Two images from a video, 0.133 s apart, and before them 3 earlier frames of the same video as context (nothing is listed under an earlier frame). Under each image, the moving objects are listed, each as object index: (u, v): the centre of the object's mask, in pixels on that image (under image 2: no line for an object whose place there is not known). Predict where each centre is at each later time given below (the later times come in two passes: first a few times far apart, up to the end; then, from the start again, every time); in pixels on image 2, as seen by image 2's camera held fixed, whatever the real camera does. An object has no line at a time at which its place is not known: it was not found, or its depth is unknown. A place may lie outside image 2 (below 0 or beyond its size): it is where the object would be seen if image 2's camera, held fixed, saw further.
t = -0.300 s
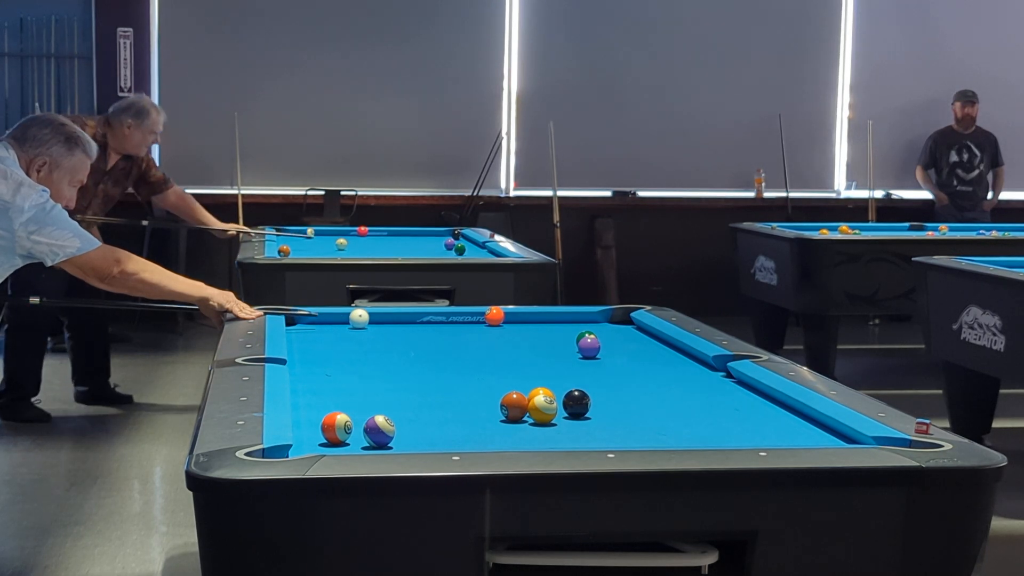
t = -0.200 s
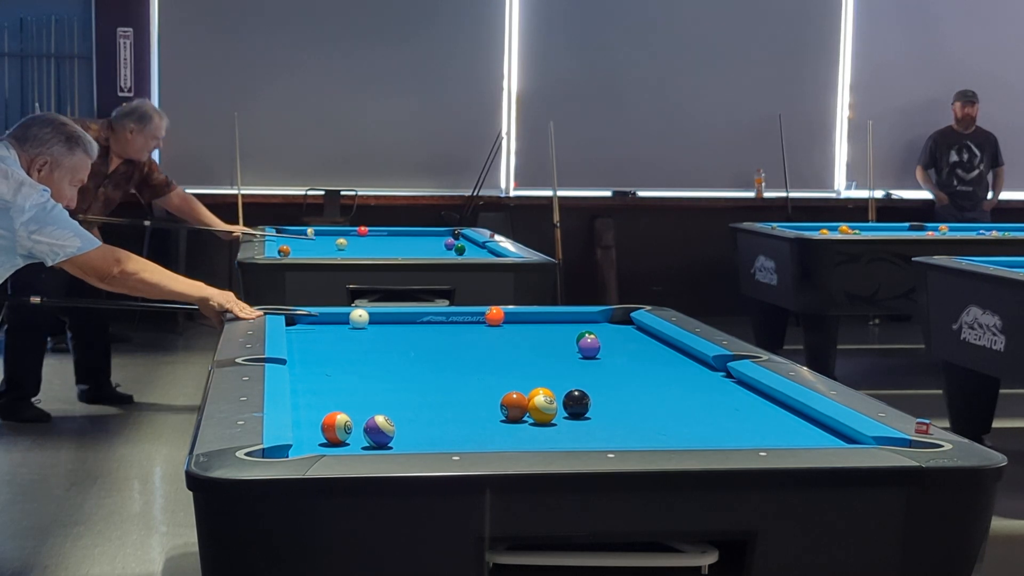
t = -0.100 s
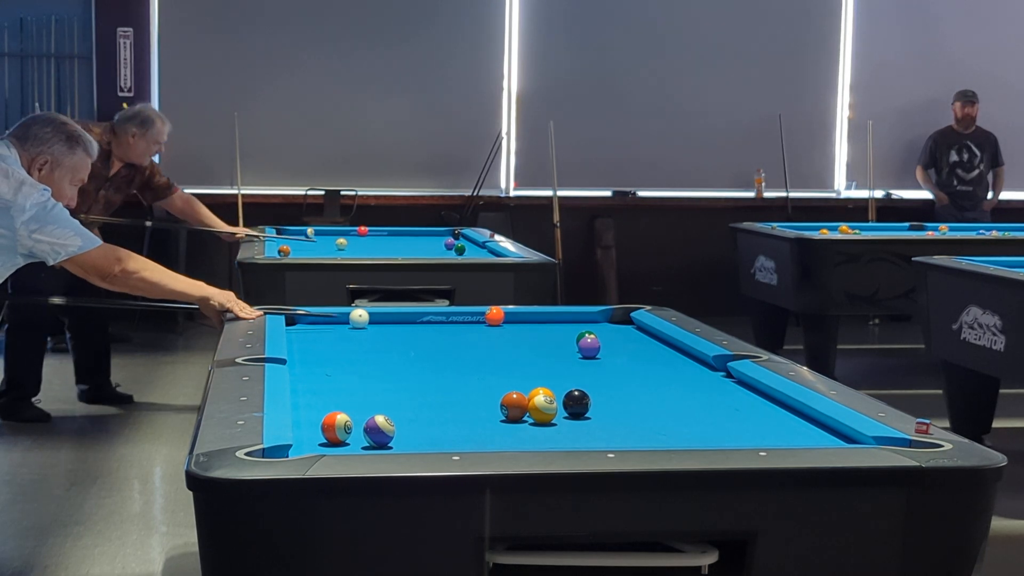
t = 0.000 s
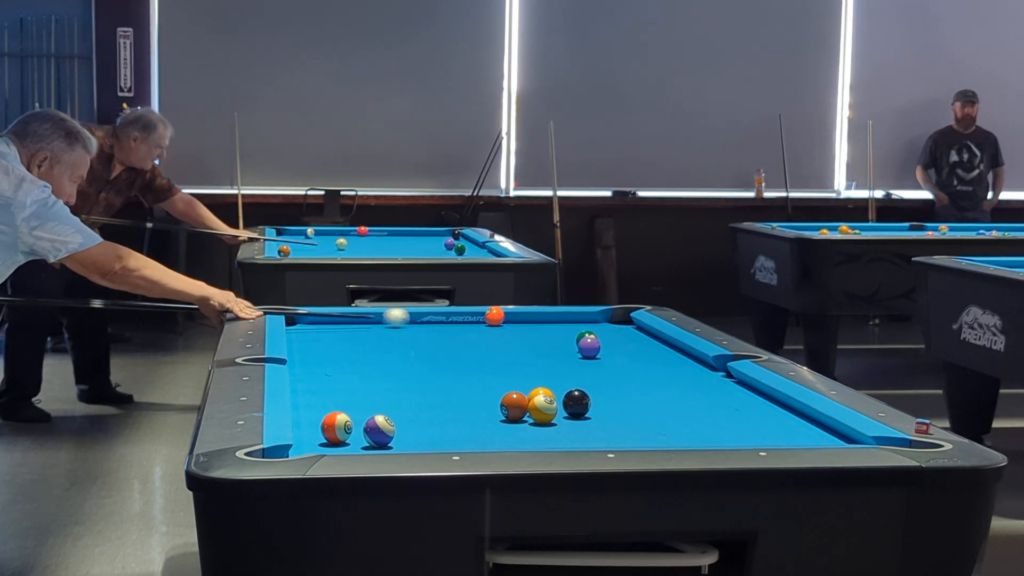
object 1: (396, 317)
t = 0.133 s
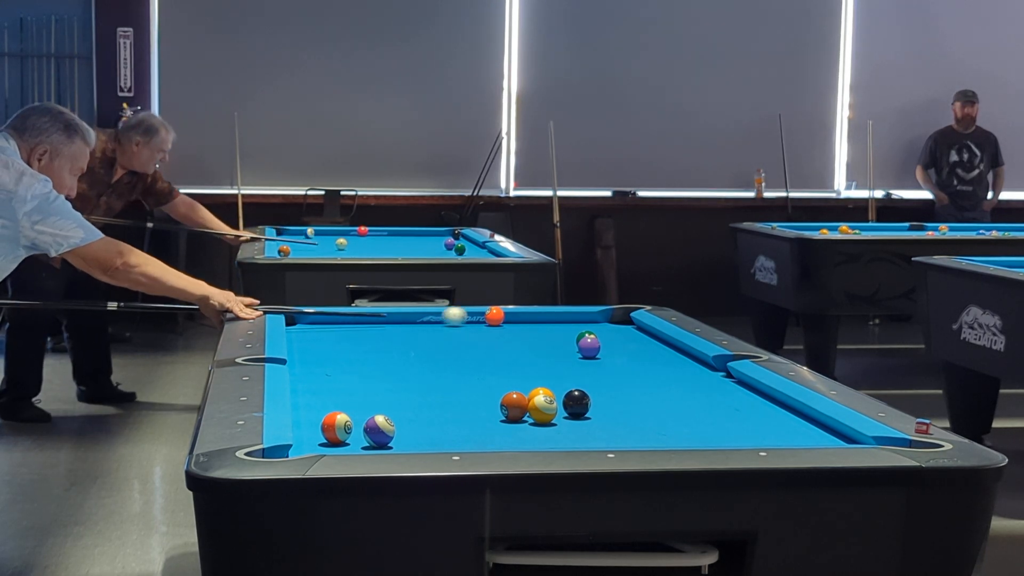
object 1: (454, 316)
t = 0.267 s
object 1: (477, 316)
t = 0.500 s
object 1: (493, 316)
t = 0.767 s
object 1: (510, 317)
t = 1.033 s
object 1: (524, 317)
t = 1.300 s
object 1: (536, 318)
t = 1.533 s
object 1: (544, 318)
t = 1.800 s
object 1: (552, 319)
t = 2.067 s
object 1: (558, 319)
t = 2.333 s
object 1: (561, 319)
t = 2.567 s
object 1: (562, 319)
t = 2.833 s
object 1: (562, 319)
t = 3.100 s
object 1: (562, 319)
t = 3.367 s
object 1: (562, 319)
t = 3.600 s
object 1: (562, 319)
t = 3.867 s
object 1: (562, 319)
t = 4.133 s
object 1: (562, 319)
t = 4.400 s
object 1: (562, 319)
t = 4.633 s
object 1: (562, 319)
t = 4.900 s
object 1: (562, 319)
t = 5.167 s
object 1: (562, 319)
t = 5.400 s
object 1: (562, 319)
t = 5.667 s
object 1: (562, 319)
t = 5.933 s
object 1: (562, 319)
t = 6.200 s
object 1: (562, 319)
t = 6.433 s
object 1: (562, 319)
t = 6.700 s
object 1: (562, 319)
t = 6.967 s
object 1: (562, 319)
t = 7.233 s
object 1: (562, 319)
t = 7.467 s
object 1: (562, 319)
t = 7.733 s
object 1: (562, 319)
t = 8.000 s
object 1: (562, 319)
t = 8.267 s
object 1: (562, 319)
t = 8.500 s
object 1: (562, 319)
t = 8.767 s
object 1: (562, 319)
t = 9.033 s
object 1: (562, 319)
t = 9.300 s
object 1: (562, 319)
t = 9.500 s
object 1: (562, 319)
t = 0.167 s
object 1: (468, 316)
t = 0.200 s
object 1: (475, 316)
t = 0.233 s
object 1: (476, 316)
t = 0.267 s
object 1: (477, 316)
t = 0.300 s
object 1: (480, 316)
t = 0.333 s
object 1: (482, 316)
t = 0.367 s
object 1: (484, 316)
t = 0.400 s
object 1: (487, 316)
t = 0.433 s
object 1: (489, 316)
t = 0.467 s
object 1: (491, 316)
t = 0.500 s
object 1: (493, 316)
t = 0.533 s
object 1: (496, 316)
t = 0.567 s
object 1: (498, 316)
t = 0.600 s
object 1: (500, 316)
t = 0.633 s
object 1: (502, 317)
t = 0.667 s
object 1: (504, 317)
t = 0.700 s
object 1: (506, 317)
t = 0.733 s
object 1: (508, 317)
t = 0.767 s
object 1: (510, 317)
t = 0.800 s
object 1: (512, 317)
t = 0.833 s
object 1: (513, 317)
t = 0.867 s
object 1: (515, 317)
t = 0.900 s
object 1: (517, 317)
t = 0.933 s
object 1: (519, 317)
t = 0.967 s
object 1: (520, 317)
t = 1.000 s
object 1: (522, 318)
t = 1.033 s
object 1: (524, 317)
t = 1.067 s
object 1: (525, 318)
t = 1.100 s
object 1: (527, 318)
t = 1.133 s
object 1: (529, 318)
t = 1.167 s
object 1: (530, 318)
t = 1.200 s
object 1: (532, 318)
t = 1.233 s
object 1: (533, 318)
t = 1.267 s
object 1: (534, 318)
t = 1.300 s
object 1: (536, 318)
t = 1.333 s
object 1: (537, 318)
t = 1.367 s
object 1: (538, 318)
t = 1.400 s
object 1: (540, 318)
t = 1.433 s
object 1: (541, 318)
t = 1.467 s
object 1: (542, 318)
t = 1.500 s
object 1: (543, 318)
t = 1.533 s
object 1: (544, 318)
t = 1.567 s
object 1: (545, 318)
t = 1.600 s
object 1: (547, 318)
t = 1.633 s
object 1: (548, 319)
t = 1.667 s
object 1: (549, 319)
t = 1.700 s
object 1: (550, 319)
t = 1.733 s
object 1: (551, 319)
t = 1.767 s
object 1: (551, 319)
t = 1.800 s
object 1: (552, 319)
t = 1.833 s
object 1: (553, 319)
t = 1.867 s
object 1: (554, 319)
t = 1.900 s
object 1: (555, 319)
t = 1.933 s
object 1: (555, 319)
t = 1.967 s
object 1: (556, 319)
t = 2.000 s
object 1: (557, 319)
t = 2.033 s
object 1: (557, 319)
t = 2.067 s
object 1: (558, 319)
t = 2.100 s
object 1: (558, 319)
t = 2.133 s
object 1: (559, 319)
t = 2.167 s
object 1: (559, 319)
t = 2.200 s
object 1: (560, 319)
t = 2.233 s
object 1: (560, 319)
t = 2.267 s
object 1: (560, 319)
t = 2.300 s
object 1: (561, 319)
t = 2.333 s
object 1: (561, 319)
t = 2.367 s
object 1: (561, 319)
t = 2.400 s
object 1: (561, 319)
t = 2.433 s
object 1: (562, 319)
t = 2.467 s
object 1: (562, 319)
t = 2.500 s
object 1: (562, 319)
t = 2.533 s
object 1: (562, 319)
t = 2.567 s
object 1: (562, 319)
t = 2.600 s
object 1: (562, 319)
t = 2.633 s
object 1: (562, 319)
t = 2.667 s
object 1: (562, 319)
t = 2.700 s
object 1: (562, 319)
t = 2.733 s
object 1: (562, 319)
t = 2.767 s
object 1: (562, 319)
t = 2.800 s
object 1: (562, 319)
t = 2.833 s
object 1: (562, 319)
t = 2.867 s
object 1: (562, 319)
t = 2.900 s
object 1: (562, 319)
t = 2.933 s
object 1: (562, 319)
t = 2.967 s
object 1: (562, 319)
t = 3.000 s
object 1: (562, 319)
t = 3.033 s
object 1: (562, 319)
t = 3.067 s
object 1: (562, 319)
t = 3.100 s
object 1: (562, 319)
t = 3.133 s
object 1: (562, 319)
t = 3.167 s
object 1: (562, 319)
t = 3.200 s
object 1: (562, 319)
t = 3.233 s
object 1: (562, 319)
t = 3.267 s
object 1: (562, 319)
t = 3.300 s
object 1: (562, 319)
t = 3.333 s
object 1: (562, 319)
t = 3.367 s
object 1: (562, 319)
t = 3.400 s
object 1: (562, 319)
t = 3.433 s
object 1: (562, 319)
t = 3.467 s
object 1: (562, 319)
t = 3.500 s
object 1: (562, 319)
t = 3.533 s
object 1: (562, 319)
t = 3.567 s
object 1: (562, 319)
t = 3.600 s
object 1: (562, 319)
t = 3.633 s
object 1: (562, 319)
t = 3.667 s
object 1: (562, 319)
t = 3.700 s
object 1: (562, 319)
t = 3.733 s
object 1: (562, 319)
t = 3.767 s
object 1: (562, 319)
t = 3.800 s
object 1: (562, 319)
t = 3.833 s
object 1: (562, 319)
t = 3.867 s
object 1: (562, 319)
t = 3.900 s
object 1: (562, 319)
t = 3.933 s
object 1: (562, 319)
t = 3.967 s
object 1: (562, 319)
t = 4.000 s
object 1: (562, 319)
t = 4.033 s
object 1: (562, 319)
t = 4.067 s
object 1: (562, 319)
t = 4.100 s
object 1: (562, 319)
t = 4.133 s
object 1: (562, 319)
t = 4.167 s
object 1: (562, 319)
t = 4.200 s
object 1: (562, 319)
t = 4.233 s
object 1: (562, 319)
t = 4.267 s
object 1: (562, 319)
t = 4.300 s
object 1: (562, 319)
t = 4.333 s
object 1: (562, 319)
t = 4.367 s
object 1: (562, 319)
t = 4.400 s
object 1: (562, 319)
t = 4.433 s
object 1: (562, 319)
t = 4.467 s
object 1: (562, 319)
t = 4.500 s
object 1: (562, 319)
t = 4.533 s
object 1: (562, 319)
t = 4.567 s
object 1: (562, 319)
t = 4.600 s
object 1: (562, 319)
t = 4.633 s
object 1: (562, 319)
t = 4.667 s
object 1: (562, 319)
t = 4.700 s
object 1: (562, 319)
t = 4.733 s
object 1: (562, 319)
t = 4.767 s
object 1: (562, 319)
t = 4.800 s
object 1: (562, 319)
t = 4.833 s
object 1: (562, 319)
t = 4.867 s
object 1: (562, 319)
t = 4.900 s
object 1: (562, 319)
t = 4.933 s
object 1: (562, 319)
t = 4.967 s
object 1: (562, 319)
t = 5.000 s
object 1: (562, 319)
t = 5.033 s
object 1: (562, 319)
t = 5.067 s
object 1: (562, 319)
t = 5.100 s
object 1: (562, 319)
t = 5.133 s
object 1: (562, 319)
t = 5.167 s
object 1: (562, 319)
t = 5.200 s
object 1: (562, 319)
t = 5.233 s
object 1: (562, 319)
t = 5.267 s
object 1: (562, 319)
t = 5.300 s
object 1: (562, 319)
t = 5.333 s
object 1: (562, 319)
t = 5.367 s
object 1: (562, 319)
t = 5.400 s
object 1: (562, 319)
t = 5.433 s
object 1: (562, 319)
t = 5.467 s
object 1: (562, 319)
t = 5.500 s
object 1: (562, 319)
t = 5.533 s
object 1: (562, 319)
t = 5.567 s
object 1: (562, 319)
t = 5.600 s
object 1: (562, 319)
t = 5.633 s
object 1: (562, 319)
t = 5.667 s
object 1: (562, 319)
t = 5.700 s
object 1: (562, 319)
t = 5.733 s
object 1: (562, 319)
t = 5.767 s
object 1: (562, 319)
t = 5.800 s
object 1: (562, 319)
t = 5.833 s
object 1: (562, 319)
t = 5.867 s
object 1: (562, 319)
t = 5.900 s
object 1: (562, 319)
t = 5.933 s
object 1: (562, 319)
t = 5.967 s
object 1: (562, 319)
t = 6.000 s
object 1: (562, 319)
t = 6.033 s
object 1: (562, 319)
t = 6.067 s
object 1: (562, 319)
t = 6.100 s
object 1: (562, 319)
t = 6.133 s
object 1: (562, 319)
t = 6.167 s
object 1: (562, 319)
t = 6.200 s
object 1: (562, 319)
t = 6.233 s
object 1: (562, 319)
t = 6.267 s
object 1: (562, 319)
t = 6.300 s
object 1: (562, 319)
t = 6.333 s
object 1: (562, 319)
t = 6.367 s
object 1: (562, 319)
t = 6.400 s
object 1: (562, 319)
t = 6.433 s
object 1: (562, 319)
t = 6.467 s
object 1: (562, 319)
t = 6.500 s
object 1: (562, 319)
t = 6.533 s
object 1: (562, 319)
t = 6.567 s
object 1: (562, 319)
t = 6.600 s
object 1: (562, 319)
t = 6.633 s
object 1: (562, 319)
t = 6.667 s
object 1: (562, 319)
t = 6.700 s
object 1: (562, 319)
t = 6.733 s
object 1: (562, 319)
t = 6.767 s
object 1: (562, 319)
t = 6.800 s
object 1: (562, 319)
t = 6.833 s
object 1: (562, 319)
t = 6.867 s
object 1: (562, 319)
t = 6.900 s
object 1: (562, 319)
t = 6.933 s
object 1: (562, 319)
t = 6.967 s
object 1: (562, 319)
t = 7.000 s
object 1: (562, 319)
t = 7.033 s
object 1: (562, 319)
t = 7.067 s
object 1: (562, 319)
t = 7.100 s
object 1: (562, 319)
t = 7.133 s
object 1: (562, 319)
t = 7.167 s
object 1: (562, 319)
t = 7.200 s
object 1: (562, 319)
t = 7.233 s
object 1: (562, 319)
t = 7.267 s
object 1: (562, 319)
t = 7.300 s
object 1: (562, 319)
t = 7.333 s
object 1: (562, 319)
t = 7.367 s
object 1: (562, 319)
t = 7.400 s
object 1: (562, 319)
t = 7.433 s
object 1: (562, 319)
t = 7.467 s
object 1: (562, 319)
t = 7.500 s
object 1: (562, 319)
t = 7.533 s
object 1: (562, 319)
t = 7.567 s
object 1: (562, 319)
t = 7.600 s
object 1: (562, 319)
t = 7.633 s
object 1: (562, 319)
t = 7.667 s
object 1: (562, 319)
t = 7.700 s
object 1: (562, 319)
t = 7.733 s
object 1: (562, 319)
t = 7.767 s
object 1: (562, 319)
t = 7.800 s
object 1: (562, 319)
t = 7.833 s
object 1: (562, 319)
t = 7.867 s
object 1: (562, 319)
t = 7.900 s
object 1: (562, 319)
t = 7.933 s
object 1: (562, 319)
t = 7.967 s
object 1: (562, 319)
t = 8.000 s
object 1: (562, 319)
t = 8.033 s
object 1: (562, 319)
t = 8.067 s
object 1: (562, 319)
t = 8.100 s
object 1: (562, 319)
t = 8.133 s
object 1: (562, 319)
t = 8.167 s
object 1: (562, 319)
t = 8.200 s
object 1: (562, 319)
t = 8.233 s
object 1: (562, 319)
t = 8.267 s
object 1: (562, 319)
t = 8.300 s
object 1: (562, 319)
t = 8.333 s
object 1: (562, 319)
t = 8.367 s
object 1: (562, 319)
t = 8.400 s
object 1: (562, 319)
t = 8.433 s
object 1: (562, 319)
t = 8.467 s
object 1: (562, 319)
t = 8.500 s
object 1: (562, 319)
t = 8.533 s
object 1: (562, 319)
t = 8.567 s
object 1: (562, 319)
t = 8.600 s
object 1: (562, 319)
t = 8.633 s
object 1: (562, 319)
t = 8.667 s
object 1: (562, 319)
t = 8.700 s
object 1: (562, 319)
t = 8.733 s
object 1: (562, 319)
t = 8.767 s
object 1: (562, 319)
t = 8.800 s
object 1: (562, 319)
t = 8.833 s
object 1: (562, 319)
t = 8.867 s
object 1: (562, 319)
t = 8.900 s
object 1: (562, 319)
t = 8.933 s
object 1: (562, 319)
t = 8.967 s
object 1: (562, 319)
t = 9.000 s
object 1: (562, 319)
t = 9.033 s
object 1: (562, 319)
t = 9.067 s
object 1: (562, 319)
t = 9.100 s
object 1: (562, 319)
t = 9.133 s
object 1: (562, 319)
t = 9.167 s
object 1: (562, 319)
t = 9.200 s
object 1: (562, 319)
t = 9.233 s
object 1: (562, 319)
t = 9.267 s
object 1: (562, 319)
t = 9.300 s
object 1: (562, 319)
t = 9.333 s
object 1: (562, 319)
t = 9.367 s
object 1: (562, 319)
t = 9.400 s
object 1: (562, 319)
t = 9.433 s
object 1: (562, 319)
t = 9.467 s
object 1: (562, 319)
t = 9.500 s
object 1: (562, 319)
